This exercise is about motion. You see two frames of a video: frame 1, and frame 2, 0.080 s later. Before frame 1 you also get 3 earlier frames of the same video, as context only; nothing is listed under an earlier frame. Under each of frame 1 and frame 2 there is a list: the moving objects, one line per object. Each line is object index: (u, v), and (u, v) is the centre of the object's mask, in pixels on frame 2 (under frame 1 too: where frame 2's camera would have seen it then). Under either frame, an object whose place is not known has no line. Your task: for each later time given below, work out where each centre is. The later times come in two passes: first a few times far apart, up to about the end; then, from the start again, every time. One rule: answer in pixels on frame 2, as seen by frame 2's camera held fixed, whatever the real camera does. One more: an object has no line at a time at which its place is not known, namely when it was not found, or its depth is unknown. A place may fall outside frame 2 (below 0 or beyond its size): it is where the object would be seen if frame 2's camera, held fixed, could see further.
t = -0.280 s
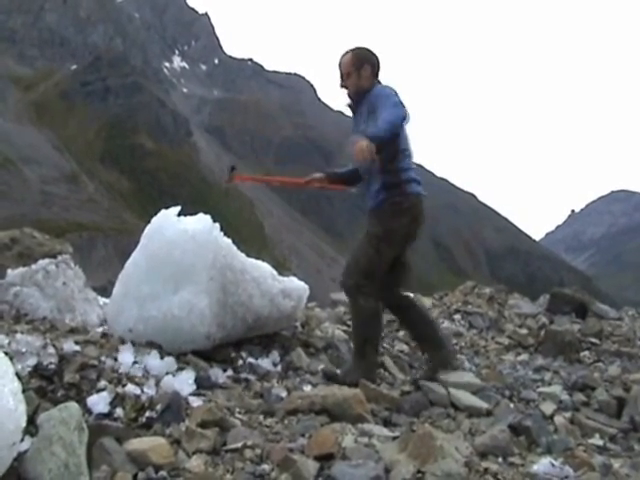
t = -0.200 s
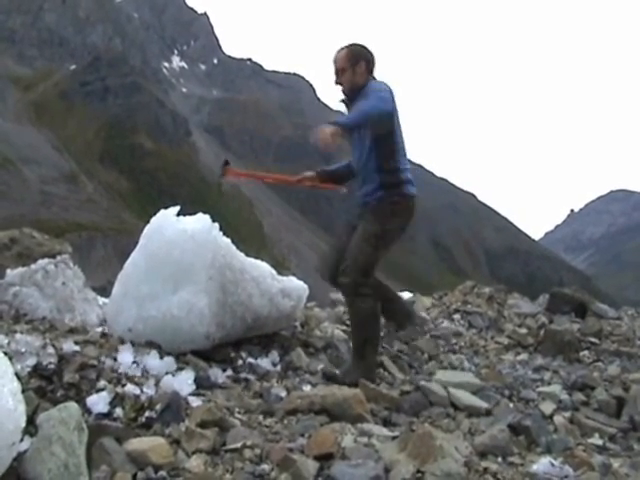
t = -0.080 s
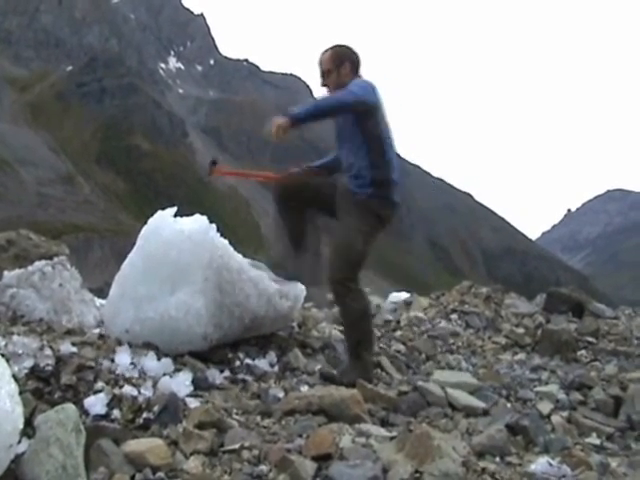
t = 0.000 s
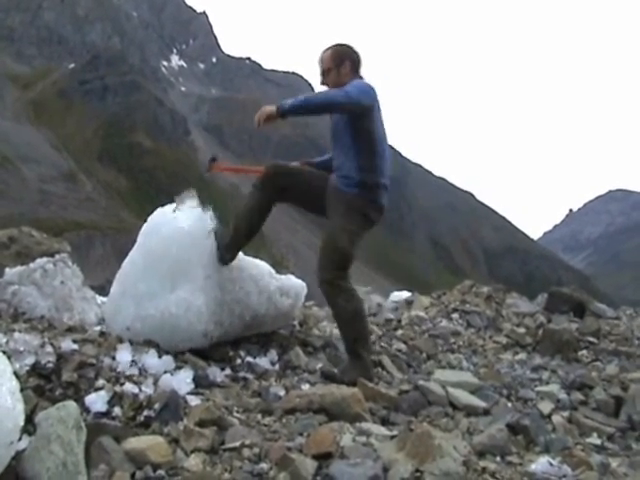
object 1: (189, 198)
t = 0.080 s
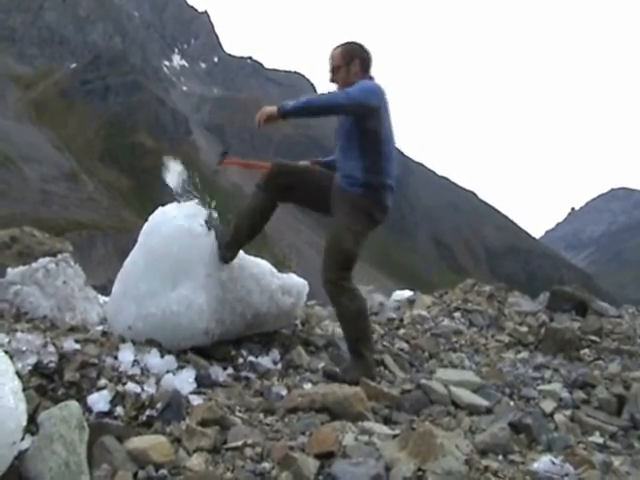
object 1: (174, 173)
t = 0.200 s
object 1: (145, 148)
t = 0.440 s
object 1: (75, 192)
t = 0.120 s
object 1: (165, 161)
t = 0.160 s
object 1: (155, 153)
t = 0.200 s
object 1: (145, 148)
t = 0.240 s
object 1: (135, 147)
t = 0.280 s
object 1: (124, 149)
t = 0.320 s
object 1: (112, 154)
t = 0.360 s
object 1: (100, 164)
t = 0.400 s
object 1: (88, 176)
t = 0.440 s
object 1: (75, 192)
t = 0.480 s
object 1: (62, 209)
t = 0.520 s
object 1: (48, 231)
